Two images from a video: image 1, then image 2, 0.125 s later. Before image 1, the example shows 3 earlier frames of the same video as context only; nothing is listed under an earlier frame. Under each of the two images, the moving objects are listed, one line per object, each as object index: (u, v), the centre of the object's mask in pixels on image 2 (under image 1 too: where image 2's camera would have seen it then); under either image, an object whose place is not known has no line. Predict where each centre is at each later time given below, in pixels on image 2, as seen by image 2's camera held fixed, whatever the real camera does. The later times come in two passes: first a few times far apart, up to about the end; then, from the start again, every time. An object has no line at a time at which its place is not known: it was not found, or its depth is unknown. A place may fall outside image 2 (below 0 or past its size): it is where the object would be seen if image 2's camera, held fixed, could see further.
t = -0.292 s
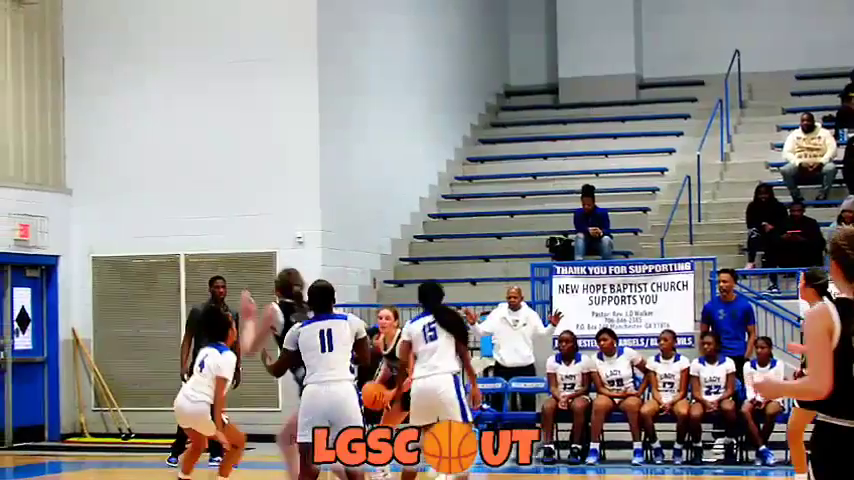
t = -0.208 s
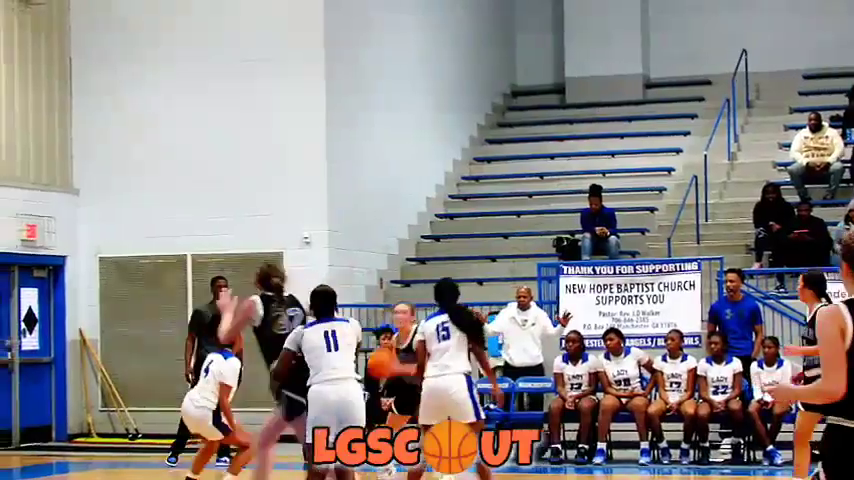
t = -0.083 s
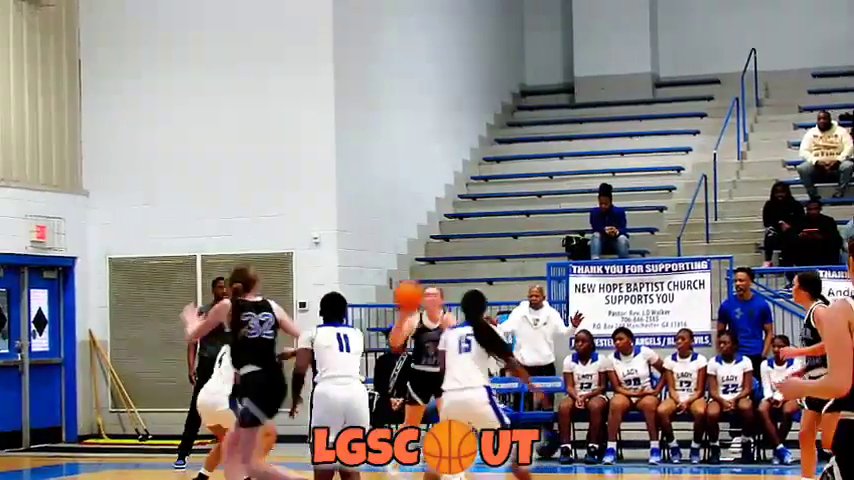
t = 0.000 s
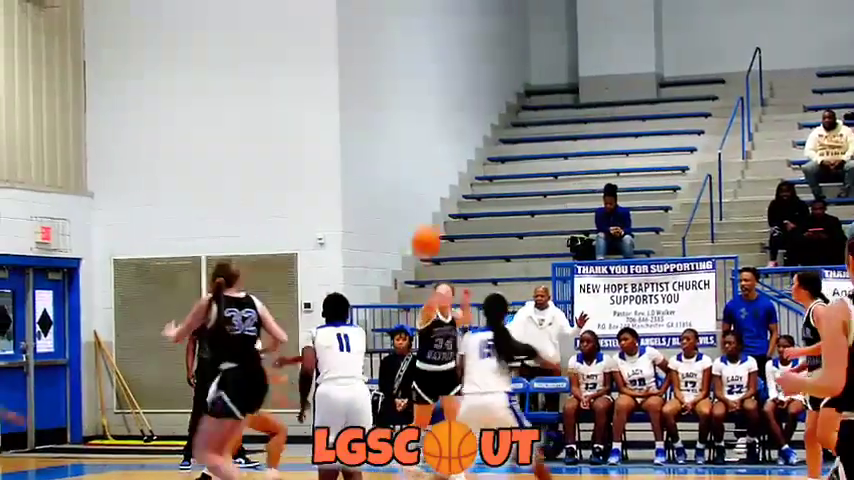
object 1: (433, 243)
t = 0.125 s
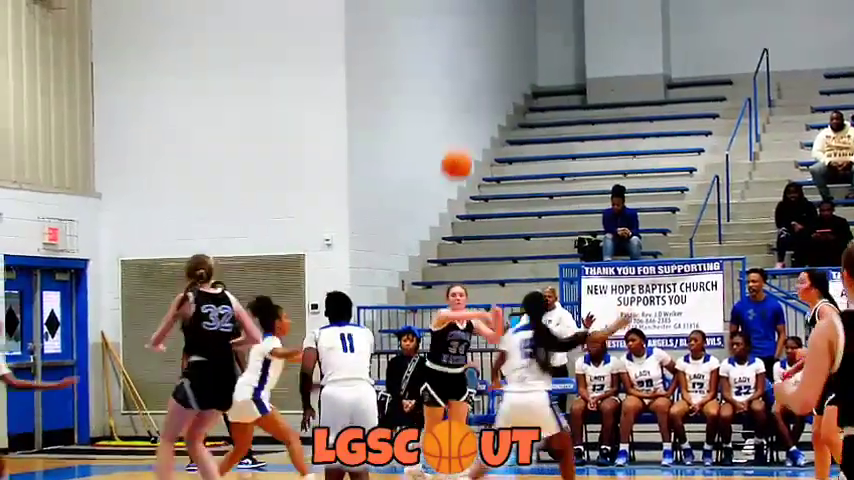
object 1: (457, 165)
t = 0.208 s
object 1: (474, 117)
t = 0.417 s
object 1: (527, 20)
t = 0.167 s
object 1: (465, 141)
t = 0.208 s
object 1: (474, 117)
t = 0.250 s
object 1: (484, 94)
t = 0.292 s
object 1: (493, 73)
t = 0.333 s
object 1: (504, 54)
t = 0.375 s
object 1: (515, 36)
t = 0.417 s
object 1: (527, 20)
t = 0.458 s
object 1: (541, 7)
